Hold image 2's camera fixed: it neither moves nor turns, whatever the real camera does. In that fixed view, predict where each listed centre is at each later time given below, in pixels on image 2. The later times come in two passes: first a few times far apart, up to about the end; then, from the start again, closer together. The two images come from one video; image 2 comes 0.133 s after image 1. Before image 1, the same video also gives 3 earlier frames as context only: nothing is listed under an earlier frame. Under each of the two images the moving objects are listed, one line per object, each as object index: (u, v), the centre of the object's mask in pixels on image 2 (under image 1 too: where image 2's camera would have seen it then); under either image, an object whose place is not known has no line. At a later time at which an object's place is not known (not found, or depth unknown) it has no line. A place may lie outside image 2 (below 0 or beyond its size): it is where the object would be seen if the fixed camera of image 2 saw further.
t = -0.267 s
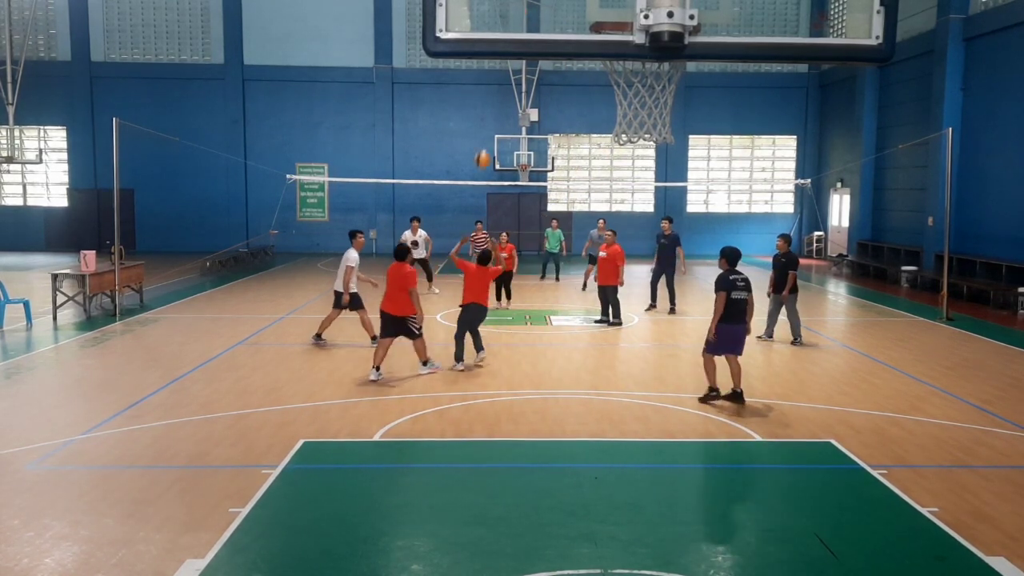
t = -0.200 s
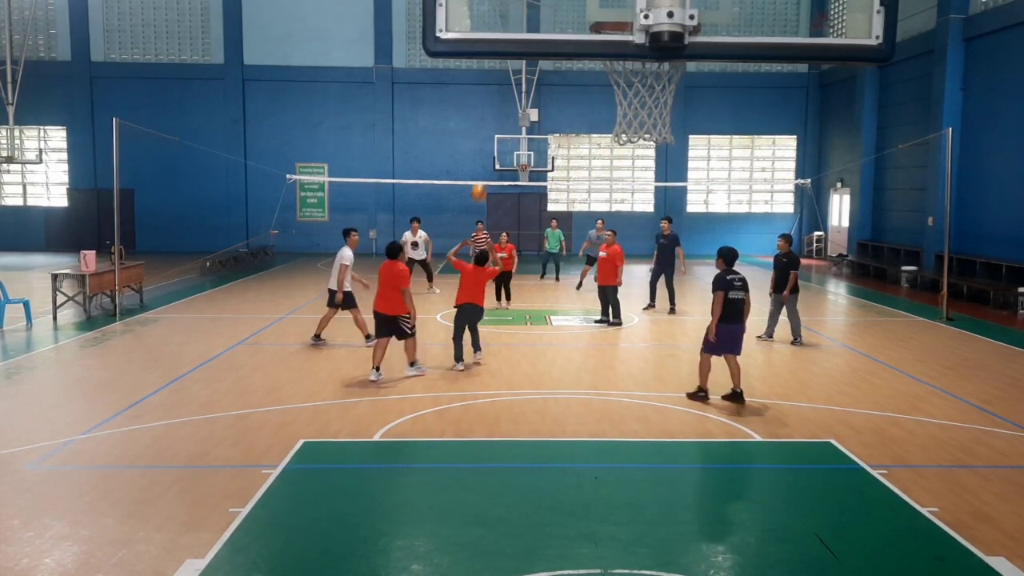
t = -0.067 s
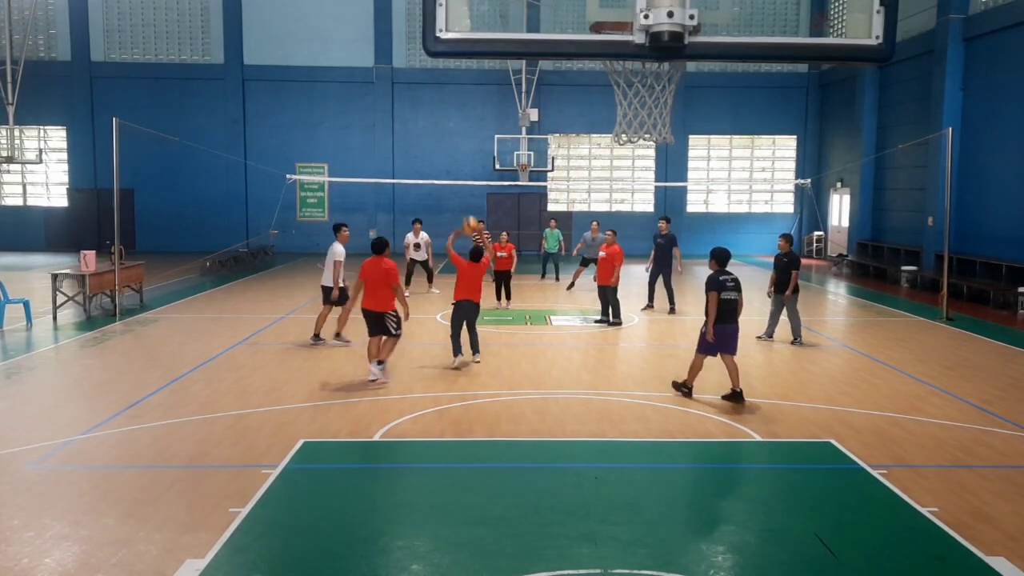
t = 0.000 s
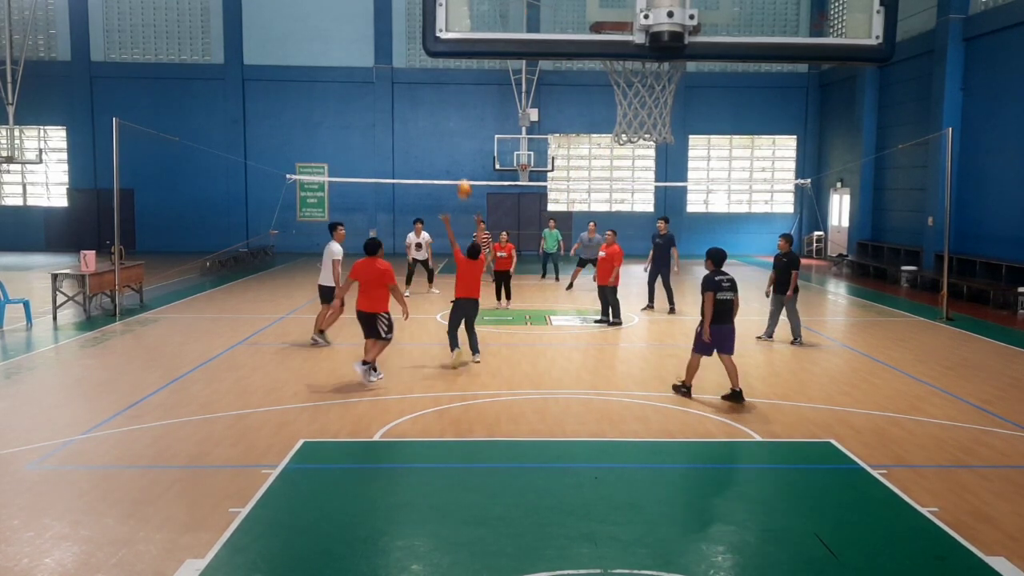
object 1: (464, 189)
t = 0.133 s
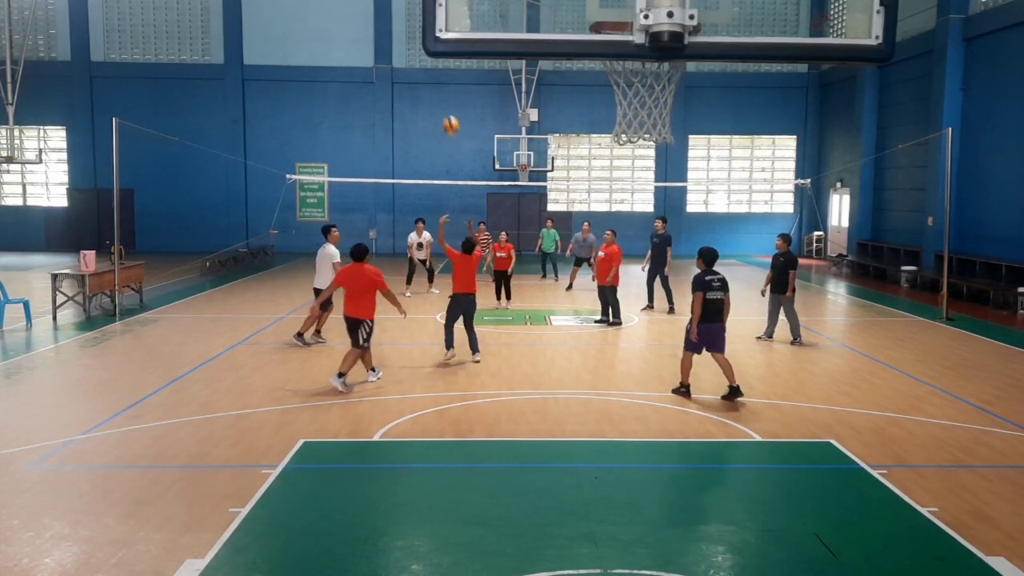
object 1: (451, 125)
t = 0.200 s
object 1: (444, 99)
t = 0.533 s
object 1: (414, 20)
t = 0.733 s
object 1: (399, 14)
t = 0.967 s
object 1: (382, 43)
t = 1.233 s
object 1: (365, 120)
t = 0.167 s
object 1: (447, 111)
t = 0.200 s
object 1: (444, 99)
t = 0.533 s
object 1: (414, 20)
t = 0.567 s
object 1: (412, 17)
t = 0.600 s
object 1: (410, 15)
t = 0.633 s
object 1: (407, 14)
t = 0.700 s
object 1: (401, 13)
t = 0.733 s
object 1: (399, 14)
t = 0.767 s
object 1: (396, 16)
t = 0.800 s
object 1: (394, 18)
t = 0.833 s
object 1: (392, 22)
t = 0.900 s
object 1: (386, 30)
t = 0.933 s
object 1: (384, 36)
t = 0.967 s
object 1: (382, 43)
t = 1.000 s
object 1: (380, 50)
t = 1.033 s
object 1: (377, 58)
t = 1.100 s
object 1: (373, 76)
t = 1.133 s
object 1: (370, 86)
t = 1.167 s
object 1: (368, 97)
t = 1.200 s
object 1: (366, 107)
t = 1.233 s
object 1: (365, 120)
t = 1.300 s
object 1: (361, 146)
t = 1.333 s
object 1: (360, 159)
